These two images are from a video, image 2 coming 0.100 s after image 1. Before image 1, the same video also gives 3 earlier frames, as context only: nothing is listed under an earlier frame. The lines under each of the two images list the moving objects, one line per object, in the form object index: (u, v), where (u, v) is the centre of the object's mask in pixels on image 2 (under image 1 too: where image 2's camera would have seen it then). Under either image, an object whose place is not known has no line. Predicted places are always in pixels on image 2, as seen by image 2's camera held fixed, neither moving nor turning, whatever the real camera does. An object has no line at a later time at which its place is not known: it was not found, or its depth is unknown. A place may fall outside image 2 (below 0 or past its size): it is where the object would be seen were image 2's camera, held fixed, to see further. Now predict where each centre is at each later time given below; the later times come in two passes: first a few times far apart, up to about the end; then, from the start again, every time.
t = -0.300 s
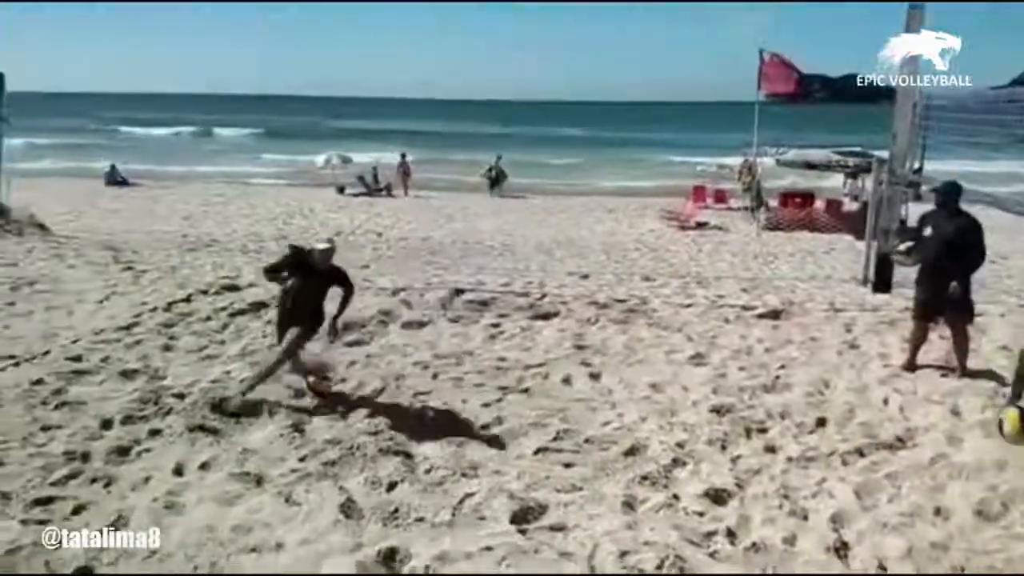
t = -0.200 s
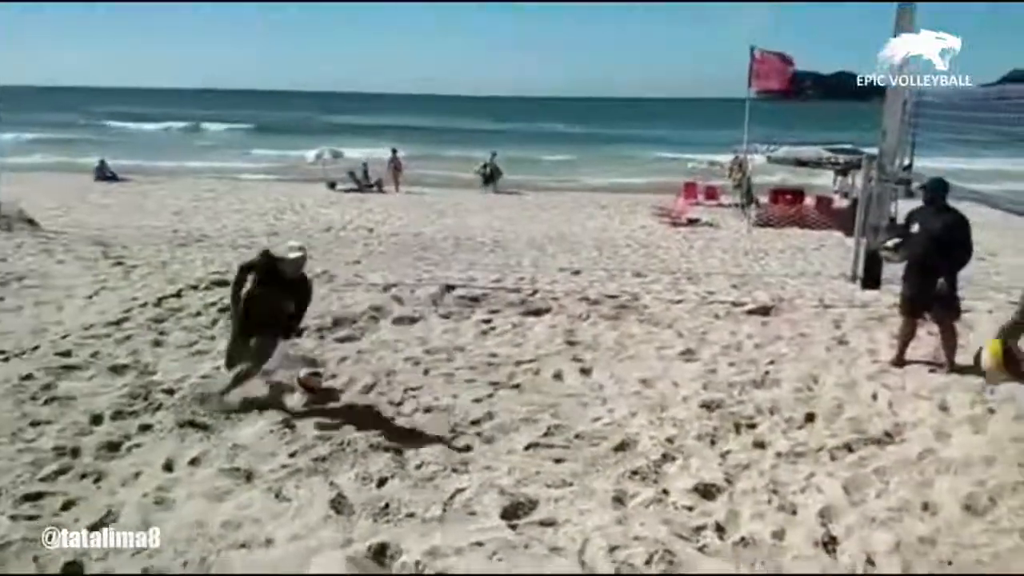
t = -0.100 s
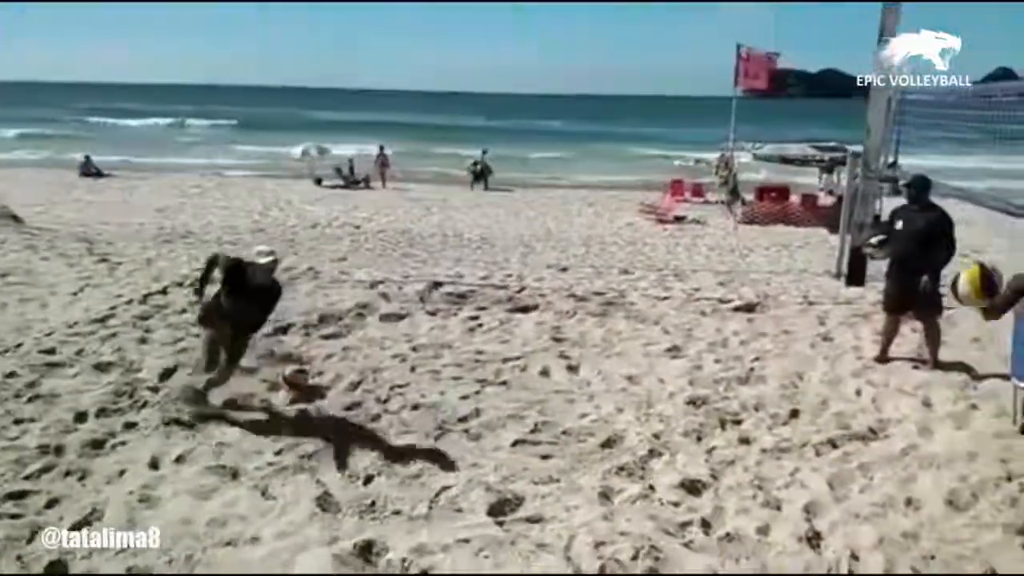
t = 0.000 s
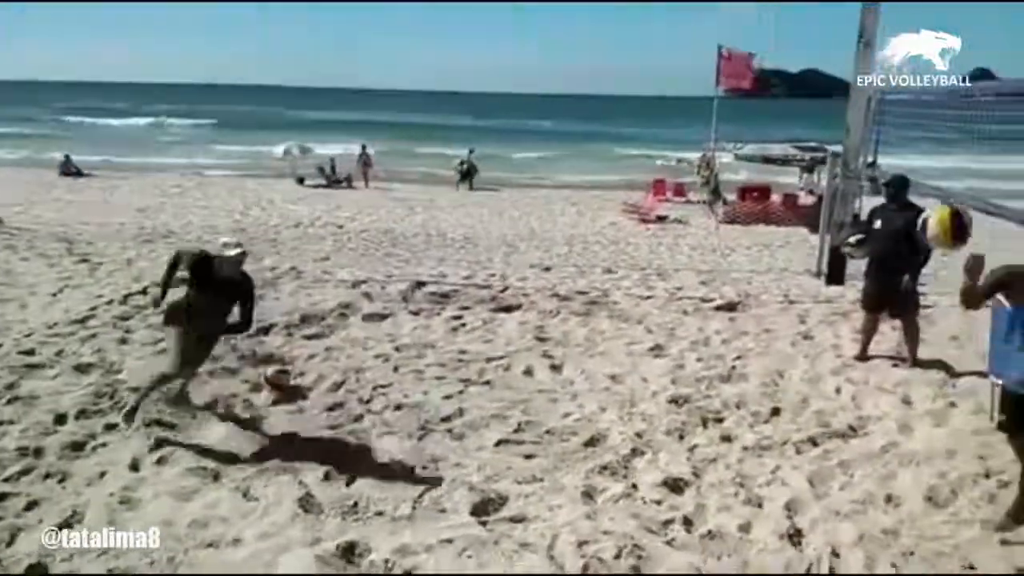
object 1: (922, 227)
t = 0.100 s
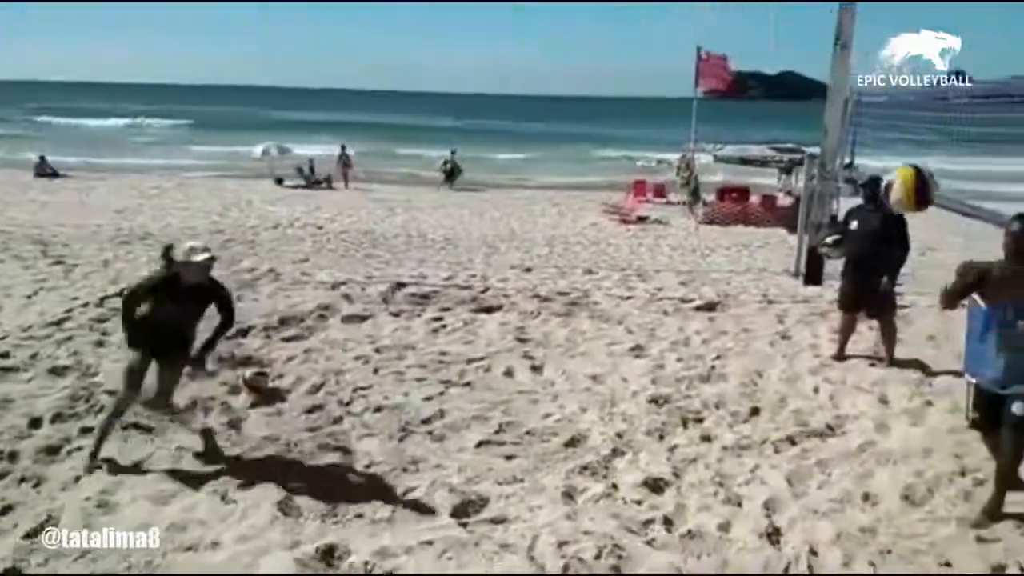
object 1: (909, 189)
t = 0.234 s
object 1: (885, 172)
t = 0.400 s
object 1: (845, 218)
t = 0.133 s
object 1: (900, 182)
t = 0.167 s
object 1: (898, 177)
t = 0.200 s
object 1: (893, 173)
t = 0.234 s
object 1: (885, 172)
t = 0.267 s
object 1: (880, 174)
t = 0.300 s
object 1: (873, 178)
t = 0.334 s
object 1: (864, 185)
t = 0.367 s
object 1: (857, 196)
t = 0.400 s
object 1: (845, 218)
